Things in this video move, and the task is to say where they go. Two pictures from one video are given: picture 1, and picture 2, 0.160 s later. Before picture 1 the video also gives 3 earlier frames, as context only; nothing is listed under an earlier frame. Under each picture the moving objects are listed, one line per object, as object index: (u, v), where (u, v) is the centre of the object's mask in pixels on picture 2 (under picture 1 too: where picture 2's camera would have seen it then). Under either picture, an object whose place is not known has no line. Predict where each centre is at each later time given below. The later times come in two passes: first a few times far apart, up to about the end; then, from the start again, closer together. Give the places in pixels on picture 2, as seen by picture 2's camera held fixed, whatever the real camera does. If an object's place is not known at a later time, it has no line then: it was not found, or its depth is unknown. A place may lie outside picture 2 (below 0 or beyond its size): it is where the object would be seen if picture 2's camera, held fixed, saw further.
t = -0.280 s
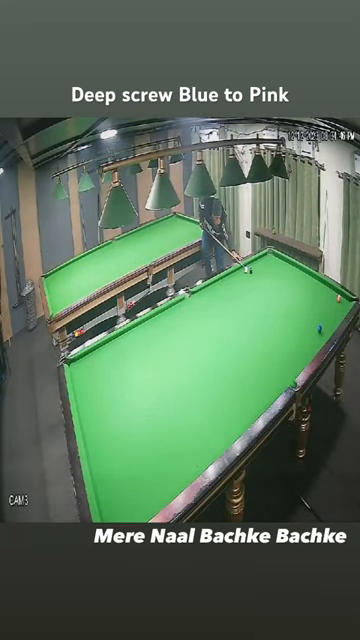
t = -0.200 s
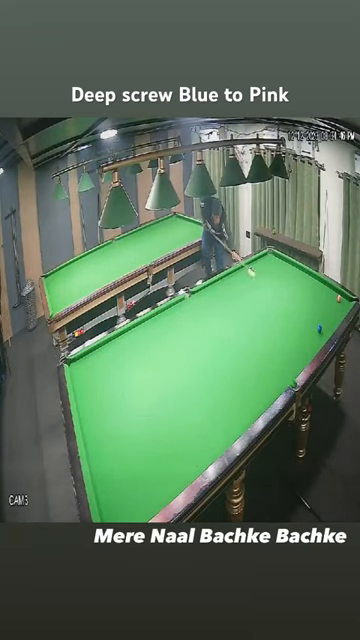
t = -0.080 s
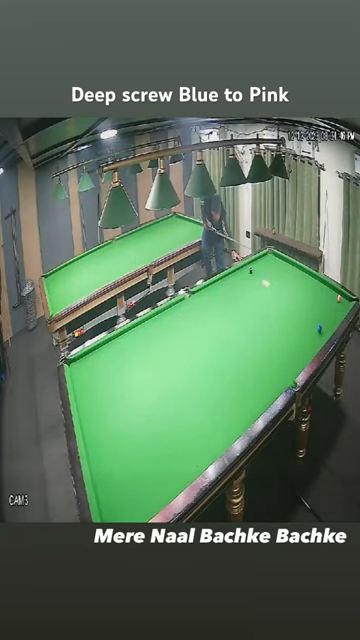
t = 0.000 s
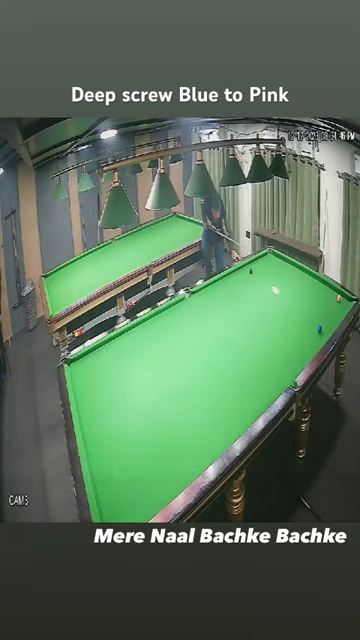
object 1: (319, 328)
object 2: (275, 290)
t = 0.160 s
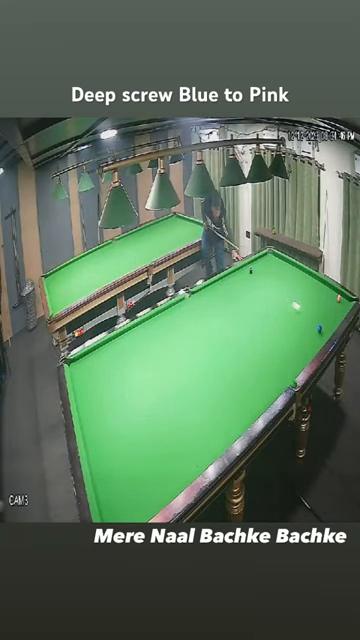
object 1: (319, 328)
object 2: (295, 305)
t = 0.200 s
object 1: (319, 328)
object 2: (301, 309)
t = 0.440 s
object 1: (319, 337)
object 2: (331, 325)
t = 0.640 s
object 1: (305, 334)
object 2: (323, 312)
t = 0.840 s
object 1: (290, 330)
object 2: (315, 300)
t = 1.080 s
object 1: (274, 325)
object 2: (307, 287)
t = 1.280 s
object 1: (261, 323)
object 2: (301, 278)
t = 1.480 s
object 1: (248, 320)
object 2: (296, 270)
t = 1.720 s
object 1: (234, 317)
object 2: (290, 262)
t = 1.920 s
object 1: (223, 313)
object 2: (282, 259)
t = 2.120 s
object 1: (213, 311)
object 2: (274, 258)
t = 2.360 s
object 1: (202, 309)
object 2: (264, 256)
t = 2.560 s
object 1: (193, 307)
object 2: (262, 258)
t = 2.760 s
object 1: (185, 305)
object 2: (263, 262)
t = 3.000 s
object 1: (178, 303)
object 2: (264, 266)
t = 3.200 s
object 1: (177, 306)
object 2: (265, 270)
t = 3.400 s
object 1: (177, 310)
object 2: (266, 273)
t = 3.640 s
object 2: (267, 278)
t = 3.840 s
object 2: (268, 282)
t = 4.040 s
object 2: (268, 285)
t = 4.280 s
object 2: (269, 288)
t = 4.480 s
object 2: (270, 293)
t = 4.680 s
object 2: (270, 296)
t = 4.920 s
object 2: (271, 299)
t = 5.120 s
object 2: (272, 302)
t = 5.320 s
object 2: (272, 305)
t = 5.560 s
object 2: (273, 309)
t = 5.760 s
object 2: (274, 311)
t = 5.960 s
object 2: (274, 313)
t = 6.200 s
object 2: (275, 316)
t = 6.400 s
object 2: (275, 318)
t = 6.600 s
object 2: (276, 319)
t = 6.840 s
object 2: (276, 321)
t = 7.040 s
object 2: (277, 321)
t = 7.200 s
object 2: (277, 322)
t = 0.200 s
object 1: (319, 328)
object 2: (301, 309)
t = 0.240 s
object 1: (319, 328)
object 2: (307, 315)
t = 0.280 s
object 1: (319, 328)
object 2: (313, 320)
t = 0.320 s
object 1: (320, 329)
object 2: (318, 323)
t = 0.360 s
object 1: (321, 334)
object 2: (323, 324)
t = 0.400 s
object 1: (321, 337)
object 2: (327, 325)
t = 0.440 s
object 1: (319, 337)
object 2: (331, 325)
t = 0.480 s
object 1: (316, 337)
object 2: (329, 322)
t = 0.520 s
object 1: (314, 336)
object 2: (328, 320)
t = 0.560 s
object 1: (311, 335)
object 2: (326, 317)
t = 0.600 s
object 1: (308, 335)
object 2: (324, 314)
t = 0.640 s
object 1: (305, 334)
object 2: (323, 312)
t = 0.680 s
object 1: (302, 333)
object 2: (321, 309)
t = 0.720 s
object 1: (299, 332)
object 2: (319, 307)
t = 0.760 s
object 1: (296, 332)
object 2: (318, 304)
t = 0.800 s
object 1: (293, 331)
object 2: (316, 302)
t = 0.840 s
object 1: (290, 330)
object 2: (315, 300)
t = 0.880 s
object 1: (288, 329)
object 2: (314, 297)
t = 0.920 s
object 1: (285, 328)
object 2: (313, 295)
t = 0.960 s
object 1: (282, 327)
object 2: (311, 293)
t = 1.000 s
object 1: (279, 327)
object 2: (310, 291)
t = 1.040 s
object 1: (277, 326)
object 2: (309, 289)
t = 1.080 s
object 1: (274, 325)
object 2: (307, 287)
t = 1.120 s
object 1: (271, 324)
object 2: (306, 285)
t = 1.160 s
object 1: (268, 324)
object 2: (305, 283)
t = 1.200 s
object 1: (266, 324)
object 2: (304, 282)
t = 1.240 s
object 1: (263, 323)
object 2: (302, 280)
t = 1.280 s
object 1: (261, 323)
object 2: (301, 278)
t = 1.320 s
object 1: (258, 323)
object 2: (300, 276)
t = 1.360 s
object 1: (256, 321)
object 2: (299, 275)
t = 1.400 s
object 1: (253, 320)
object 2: (298, 274)
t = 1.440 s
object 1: (251, 320)
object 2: (297, 272)
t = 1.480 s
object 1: (248, 320)
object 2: (296, 270)
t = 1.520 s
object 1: (246, 319)
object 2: (295, 269)
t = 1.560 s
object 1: (243, 318)
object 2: (294, 267)
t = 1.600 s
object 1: (241, 318)
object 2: (293, 266)
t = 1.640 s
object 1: (239, 318)
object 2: (292, 265)
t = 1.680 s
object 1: (236, 317)
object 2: (291, 264)
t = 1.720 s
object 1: (234, 317)
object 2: (290, 262)
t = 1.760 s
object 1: (232, 316)
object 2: (289, 261)
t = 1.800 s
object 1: (230, 315)
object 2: (287, 260)
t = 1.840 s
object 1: (227, 315)
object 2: (285, 260)
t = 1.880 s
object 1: (225, 314)
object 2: (283, 260)
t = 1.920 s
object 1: (223, 313)
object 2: (282, 259)
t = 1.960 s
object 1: (221, 313)
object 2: (280, 259)
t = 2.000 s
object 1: (219, 313)
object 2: (278, 259)
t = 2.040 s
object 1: (217, 312)
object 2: (277, 258)
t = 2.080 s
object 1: (215, 312)
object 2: (275, 258)
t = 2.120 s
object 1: (213, 311)
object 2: (274, 258)
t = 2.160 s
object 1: (211, 311)
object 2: (272, 258)
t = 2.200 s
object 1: (210, 310)
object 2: (270, 257)
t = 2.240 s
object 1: (207, 310)
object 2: (269, 257)
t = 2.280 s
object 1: (205, 310)
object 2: (267, 257)
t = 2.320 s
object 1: (204, 309)
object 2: (265, 256)
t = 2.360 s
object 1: (202, 309)
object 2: (264, 256)
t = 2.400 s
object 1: (200, 308)
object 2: (262, 256)
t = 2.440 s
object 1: (198, 308)
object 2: (261, 256)
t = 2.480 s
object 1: (197, 308)
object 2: (261, 257)
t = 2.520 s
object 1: (195, 307)
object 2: (261, 258)
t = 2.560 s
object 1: (193, 307)
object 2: (262, 258)
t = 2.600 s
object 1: (191, 307)
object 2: (262, 259)
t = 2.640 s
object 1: (190, 307)
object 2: (262, 260)
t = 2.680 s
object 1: (188, 306)
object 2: (262, 261)
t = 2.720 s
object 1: (187, 306)
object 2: (262, 261)
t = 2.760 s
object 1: (185, 305)
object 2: (263, 262)
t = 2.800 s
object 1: (184, 305)
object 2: (263, 262)
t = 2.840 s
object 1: (183, 304)
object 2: (263, 263)
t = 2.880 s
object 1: (182, 304)
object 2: (263, 263)
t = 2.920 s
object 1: (180, 303)
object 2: (264, 265)
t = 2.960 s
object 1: (179, 303)
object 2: (264, 265)
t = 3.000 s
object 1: (178, 303)
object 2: (264, 266)
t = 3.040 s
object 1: (177, 303)
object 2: (265, 267)
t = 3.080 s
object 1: (177, 304)
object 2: (264, 268)
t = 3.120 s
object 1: (177, 305)
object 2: (265, 269)
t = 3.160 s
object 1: (177, 306)
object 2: (265, 269)
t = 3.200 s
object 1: (177, 306)
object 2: (265, 270)
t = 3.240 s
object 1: (177, 307)
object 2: (265, 271)
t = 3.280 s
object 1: (177, 307)
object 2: (265, 271)
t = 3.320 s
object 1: (177, 308)
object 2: (265, 272)
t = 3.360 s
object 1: (177, 309)
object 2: (265, 273)
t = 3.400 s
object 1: (177, 310)
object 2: (266, 273)
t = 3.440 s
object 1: (177, 310)
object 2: (266, 274)
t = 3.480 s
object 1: (177, 311)
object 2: (266, 275)
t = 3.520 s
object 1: (177, 312)
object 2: (267, 276)
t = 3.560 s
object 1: (177, 312)
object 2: (267, 277)
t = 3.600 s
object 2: (267, 277)
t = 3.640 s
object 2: (267, 278)
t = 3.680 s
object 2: (267, 279)
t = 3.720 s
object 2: (267, 279)
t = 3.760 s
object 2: (267, 280)
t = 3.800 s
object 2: (268, 281)
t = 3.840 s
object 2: (268, 282)
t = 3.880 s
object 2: (268, 282)
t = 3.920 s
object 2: (268, 283)
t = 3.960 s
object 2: (268, 284)
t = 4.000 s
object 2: (269, 284)
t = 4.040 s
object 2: (268, 285)
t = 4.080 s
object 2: (269, 286)
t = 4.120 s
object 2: (269, 286)
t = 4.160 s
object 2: (269, 287)
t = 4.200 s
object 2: (269, 288)
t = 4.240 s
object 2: (269, 288)
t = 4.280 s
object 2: (269, 288)
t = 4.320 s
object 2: (269, 290)
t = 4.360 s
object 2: (270, 290)
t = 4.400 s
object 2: (270, 291)
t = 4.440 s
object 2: (270, 292)
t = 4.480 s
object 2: (270, 293)
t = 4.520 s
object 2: (270, 293)
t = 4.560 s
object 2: (270, 294)
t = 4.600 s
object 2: (270, 295)
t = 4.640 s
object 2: (270, 295)
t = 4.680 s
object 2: (270, 296)
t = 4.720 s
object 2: (271, 296)
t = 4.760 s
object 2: (271, 297)
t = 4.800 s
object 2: (271, 297)
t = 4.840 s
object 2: (271, 298)
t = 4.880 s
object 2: (271, 299)
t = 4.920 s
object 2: (271, 299)
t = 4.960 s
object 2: (271, 300)
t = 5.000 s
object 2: (271, 301)
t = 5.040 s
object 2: (272, 301)
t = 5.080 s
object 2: (272, 302)
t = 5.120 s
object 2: (272, 302)
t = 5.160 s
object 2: (272, 302)
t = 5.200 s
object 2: (272, 303)
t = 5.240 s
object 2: (272, 304)
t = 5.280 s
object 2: (272, 304)
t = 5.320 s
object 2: (272, 305)
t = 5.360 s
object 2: (272, 306)
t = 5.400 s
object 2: (272, 307)
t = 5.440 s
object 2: (273, 307)
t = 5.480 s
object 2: (273, 308)
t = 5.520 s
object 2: (273, 309)
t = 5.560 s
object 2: (273, 309)
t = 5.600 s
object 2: (273, 309)
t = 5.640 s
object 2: (273, 309)
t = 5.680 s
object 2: (273, 310)
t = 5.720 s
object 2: (274, 310)
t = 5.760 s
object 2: (274, 311)
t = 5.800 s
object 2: (274, 312)
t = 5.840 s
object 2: (274, 312)
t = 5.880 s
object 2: (274, 313)
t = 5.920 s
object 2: (274, 313)
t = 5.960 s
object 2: (274, 313)
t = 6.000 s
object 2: (274, 314)
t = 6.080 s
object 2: (274, 314)
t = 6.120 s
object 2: (275, 315)
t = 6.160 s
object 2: (275, 315)
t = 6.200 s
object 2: (275, 316)
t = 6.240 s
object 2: (275, 316)
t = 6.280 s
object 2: (275, 317)
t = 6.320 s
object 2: (275, 317)
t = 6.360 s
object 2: (275, 318)
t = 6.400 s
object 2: (275, 318)
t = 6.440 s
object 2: (275, 318)
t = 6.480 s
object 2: (275, 318)
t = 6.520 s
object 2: (275, 318)
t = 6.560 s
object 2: (276, 319)
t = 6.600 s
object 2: (276, 319)
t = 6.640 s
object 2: (276, 319)
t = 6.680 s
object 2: (276, 320)
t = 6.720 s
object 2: (276, 320)
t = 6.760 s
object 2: (276, 320)
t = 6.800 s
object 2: (276, 320)
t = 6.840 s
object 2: (276, 321)
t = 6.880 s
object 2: (277, 321)
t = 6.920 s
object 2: (277, 321)
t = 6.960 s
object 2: (276, 321)
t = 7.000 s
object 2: (277, 321)
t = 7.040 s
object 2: (277, 321)
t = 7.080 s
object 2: (277, 321)
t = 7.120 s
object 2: (277, 321)
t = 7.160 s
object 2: (277, 322)
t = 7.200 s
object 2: (277, 322)
